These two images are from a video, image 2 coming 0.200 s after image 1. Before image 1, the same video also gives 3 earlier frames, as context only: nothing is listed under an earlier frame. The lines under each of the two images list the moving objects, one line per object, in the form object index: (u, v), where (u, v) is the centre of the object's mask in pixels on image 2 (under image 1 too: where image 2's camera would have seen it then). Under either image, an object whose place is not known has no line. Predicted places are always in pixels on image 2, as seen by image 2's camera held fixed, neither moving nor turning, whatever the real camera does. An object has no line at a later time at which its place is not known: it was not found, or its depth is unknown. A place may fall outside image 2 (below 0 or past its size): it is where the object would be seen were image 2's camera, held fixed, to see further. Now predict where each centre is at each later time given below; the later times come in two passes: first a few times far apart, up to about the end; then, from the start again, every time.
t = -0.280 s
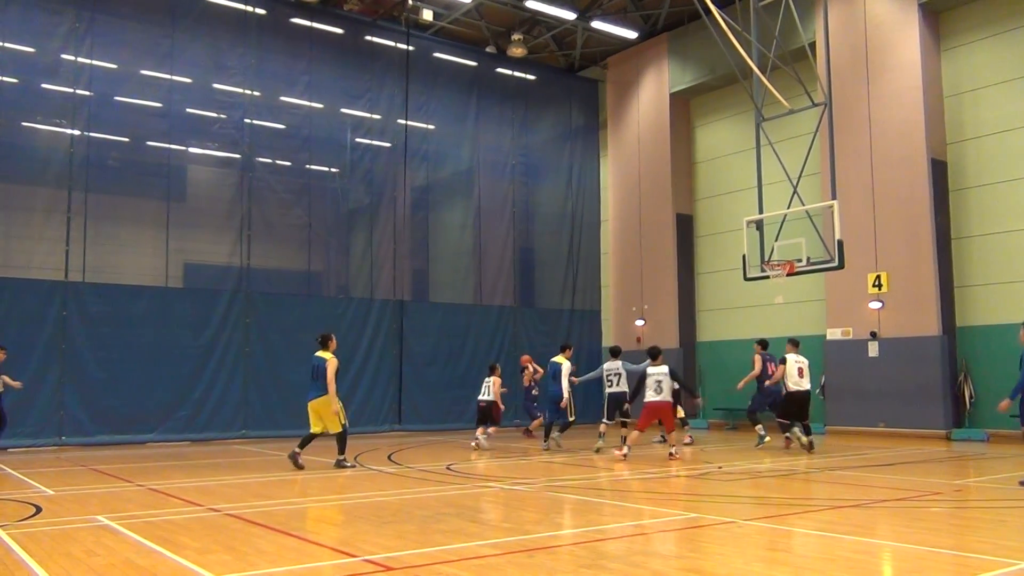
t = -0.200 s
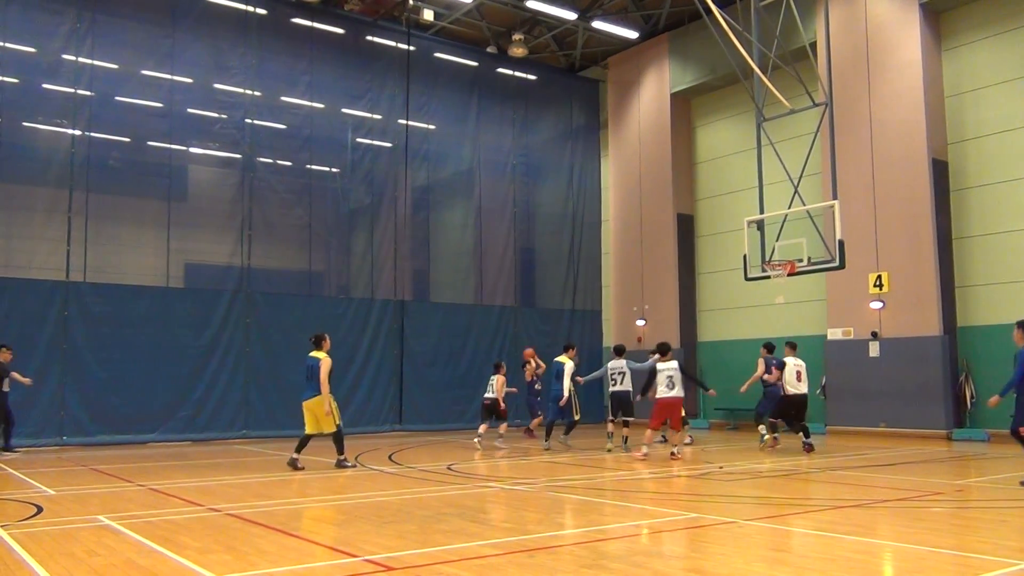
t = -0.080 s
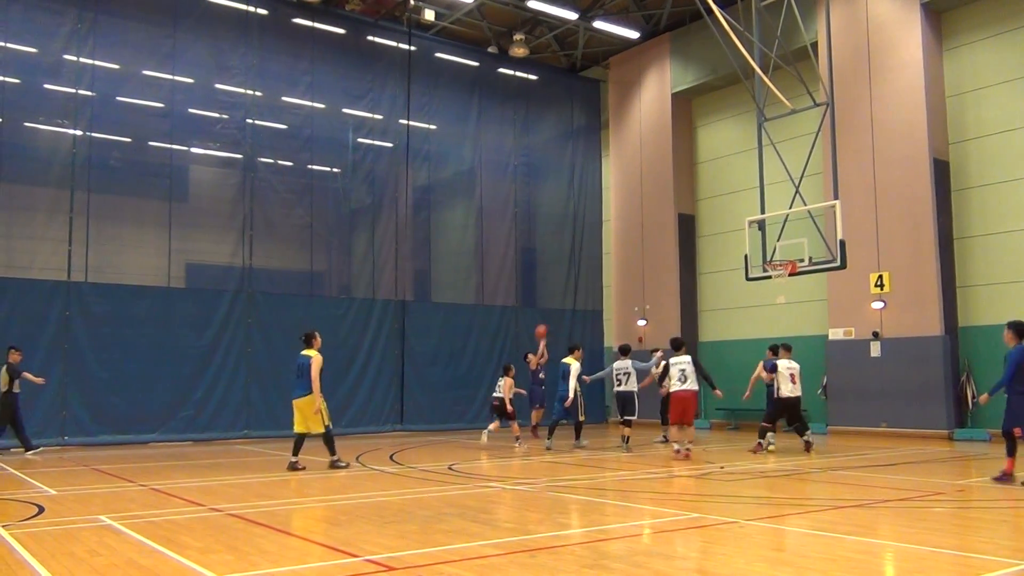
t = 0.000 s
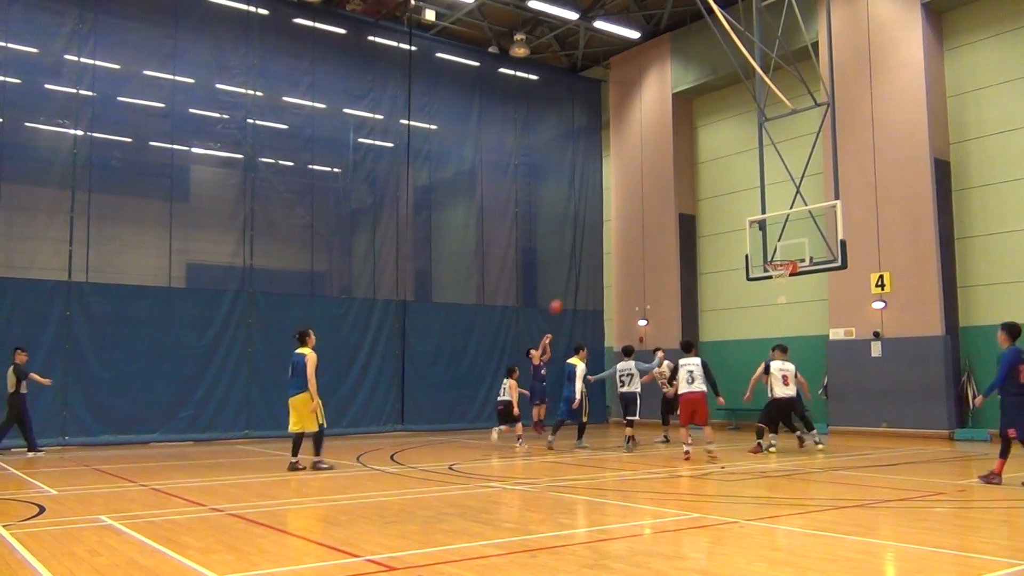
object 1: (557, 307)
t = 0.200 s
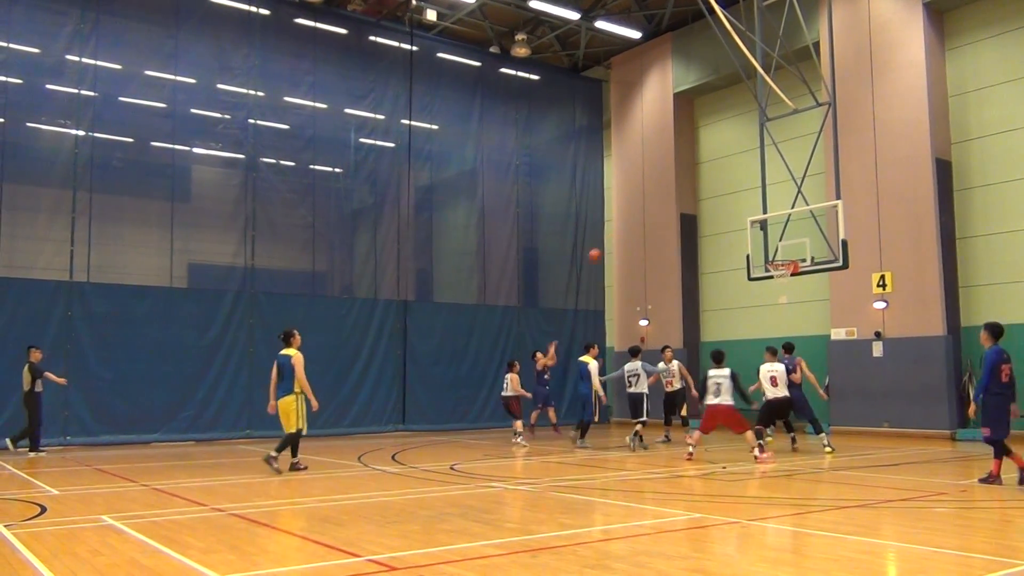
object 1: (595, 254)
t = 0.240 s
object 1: (602, 247)
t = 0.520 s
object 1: (660, 210)
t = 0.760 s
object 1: (714, 210)
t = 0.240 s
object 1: (602, 247)
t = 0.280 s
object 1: (610, 241)
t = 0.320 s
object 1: (618, 234)
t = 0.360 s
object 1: (626, 227)
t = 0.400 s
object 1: (634, 222)
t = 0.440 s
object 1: (643, 217)
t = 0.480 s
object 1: (651, 213)
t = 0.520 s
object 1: (660, 210)
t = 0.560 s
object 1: (668, 208)
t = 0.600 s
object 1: (677, 206)
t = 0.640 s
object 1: (687, 205)
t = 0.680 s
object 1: (695, 206)
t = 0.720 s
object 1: (704, 207)
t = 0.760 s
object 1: (714, 210)
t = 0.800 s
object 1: (723, 212)
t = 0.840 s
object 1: (733, 216)
